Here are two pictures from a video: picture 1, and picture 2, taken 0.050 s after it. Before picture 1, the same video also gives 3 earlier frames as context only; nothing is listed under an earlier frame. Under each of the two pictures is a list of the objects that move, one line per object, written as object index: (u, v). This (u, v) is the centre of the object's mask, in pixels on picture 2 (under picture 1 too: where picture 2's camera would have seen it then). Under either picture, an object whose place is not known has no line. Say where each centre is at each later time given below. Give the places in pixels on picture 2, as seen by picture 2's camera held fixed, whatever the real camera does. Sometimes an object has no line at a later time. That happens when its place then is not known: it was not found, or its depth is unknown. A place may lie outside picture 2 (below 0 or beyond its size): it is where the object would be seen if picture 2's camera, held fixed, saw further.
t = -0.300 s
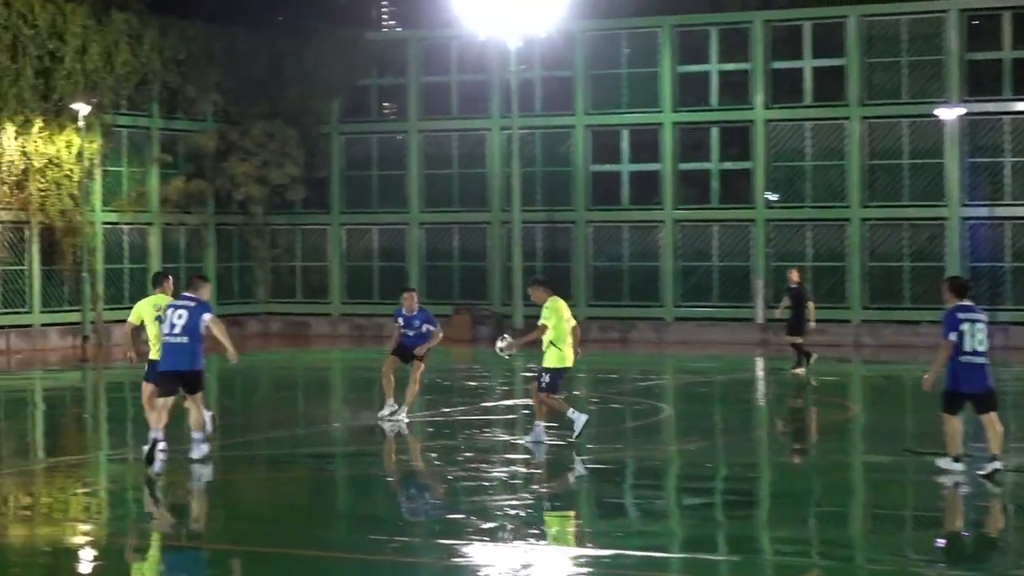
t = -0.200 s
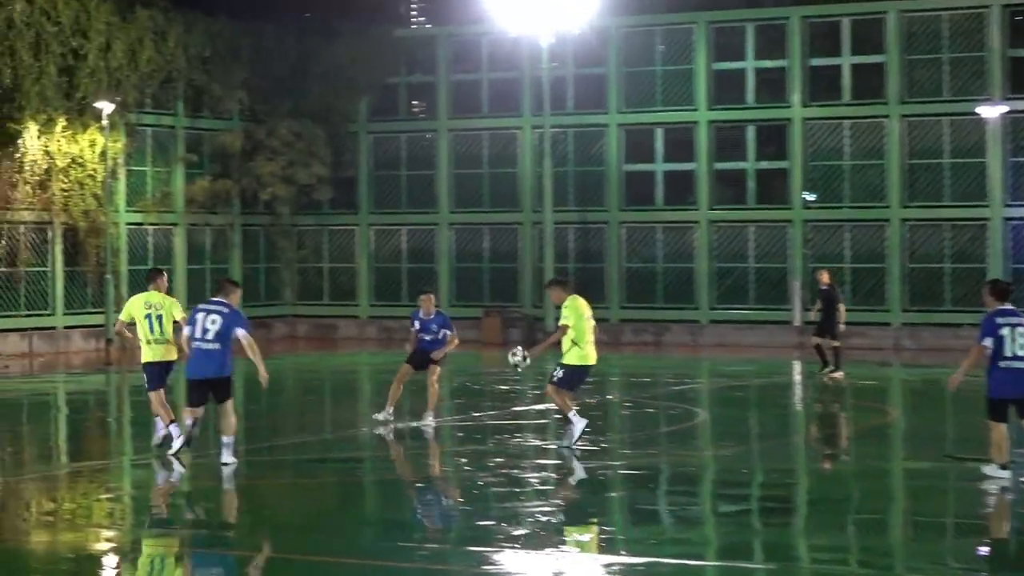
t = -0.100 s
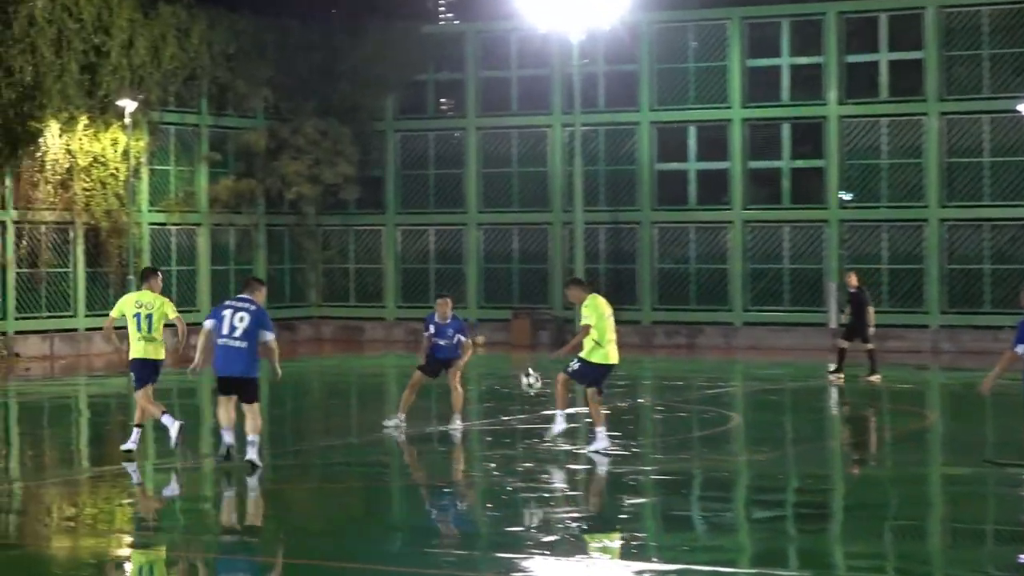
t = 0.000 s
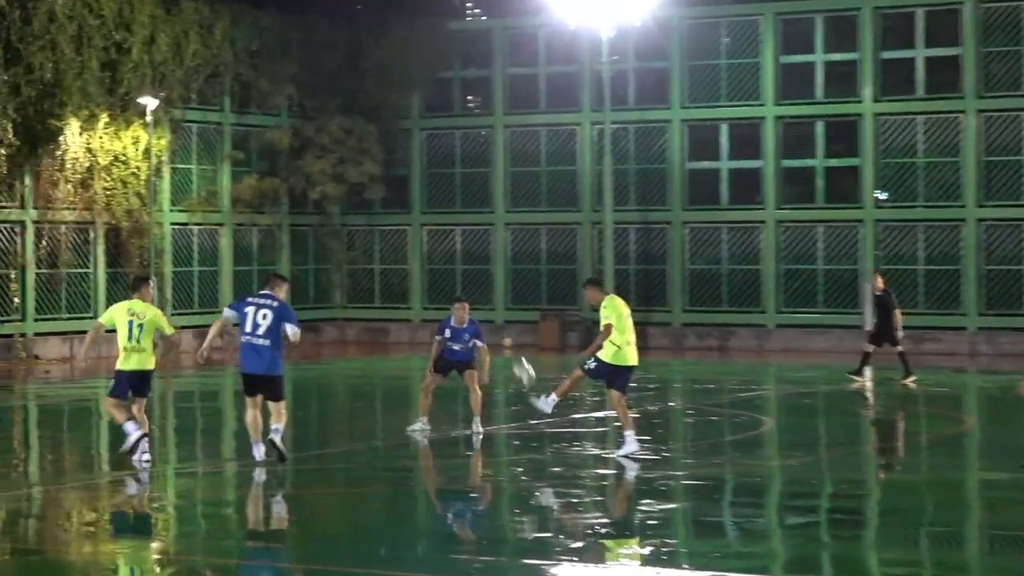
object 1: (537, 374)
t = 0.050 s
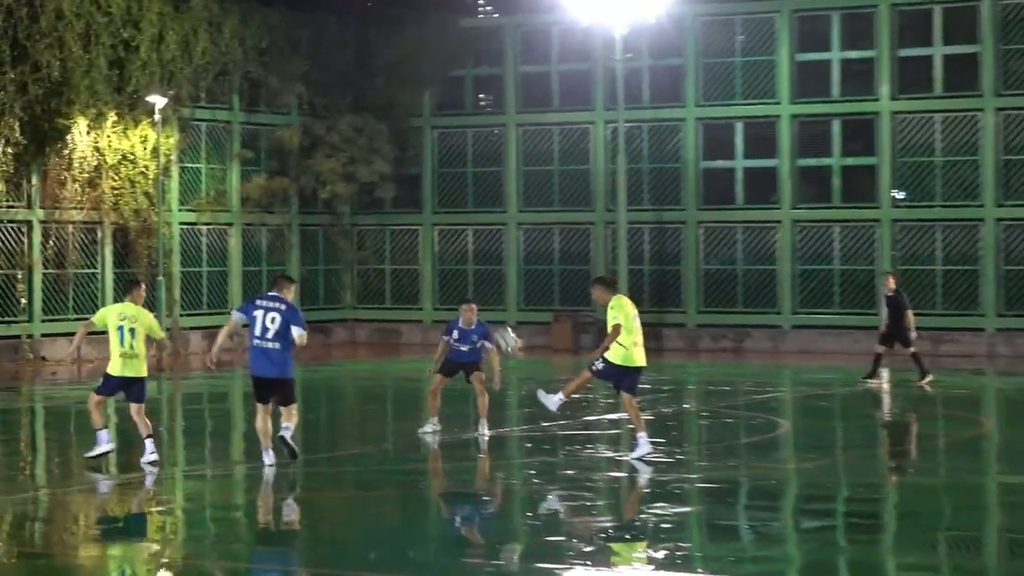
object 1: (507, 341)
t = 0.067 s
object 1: (498, 331)
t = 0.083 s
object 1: (489, 320)
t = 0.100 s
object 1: (480, 310)
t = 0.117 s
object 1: (471, 301)
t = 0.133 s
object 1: (463, 293)
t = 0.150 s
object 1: (451, 284)
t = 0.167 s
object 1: (443, 276)
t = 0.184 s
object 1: (434, 267)
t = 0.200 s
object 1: (425, 259)
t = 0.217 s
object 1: (416, 252)
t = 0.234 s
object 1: (407, 245)
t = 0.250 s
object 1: (397, 238)
